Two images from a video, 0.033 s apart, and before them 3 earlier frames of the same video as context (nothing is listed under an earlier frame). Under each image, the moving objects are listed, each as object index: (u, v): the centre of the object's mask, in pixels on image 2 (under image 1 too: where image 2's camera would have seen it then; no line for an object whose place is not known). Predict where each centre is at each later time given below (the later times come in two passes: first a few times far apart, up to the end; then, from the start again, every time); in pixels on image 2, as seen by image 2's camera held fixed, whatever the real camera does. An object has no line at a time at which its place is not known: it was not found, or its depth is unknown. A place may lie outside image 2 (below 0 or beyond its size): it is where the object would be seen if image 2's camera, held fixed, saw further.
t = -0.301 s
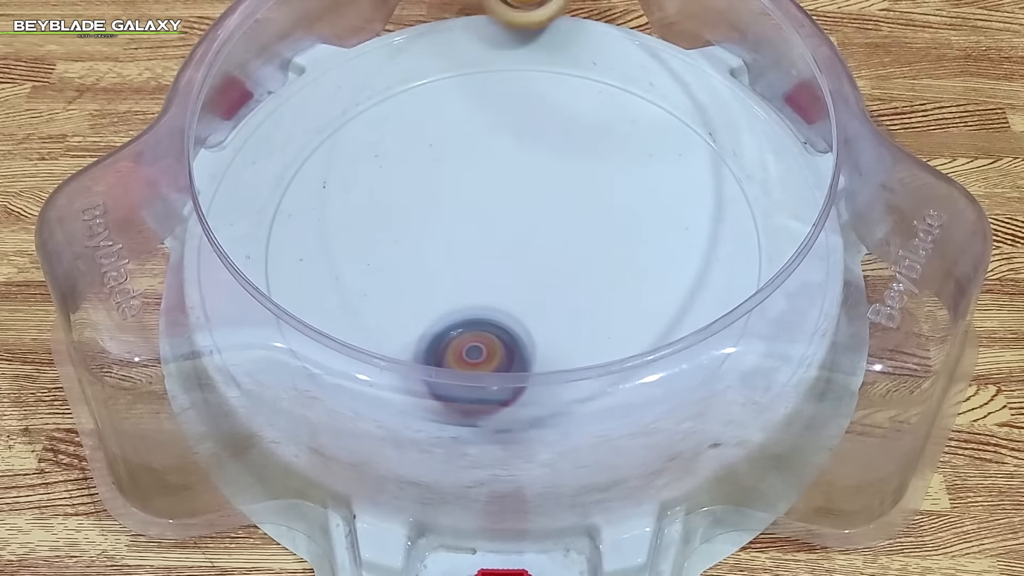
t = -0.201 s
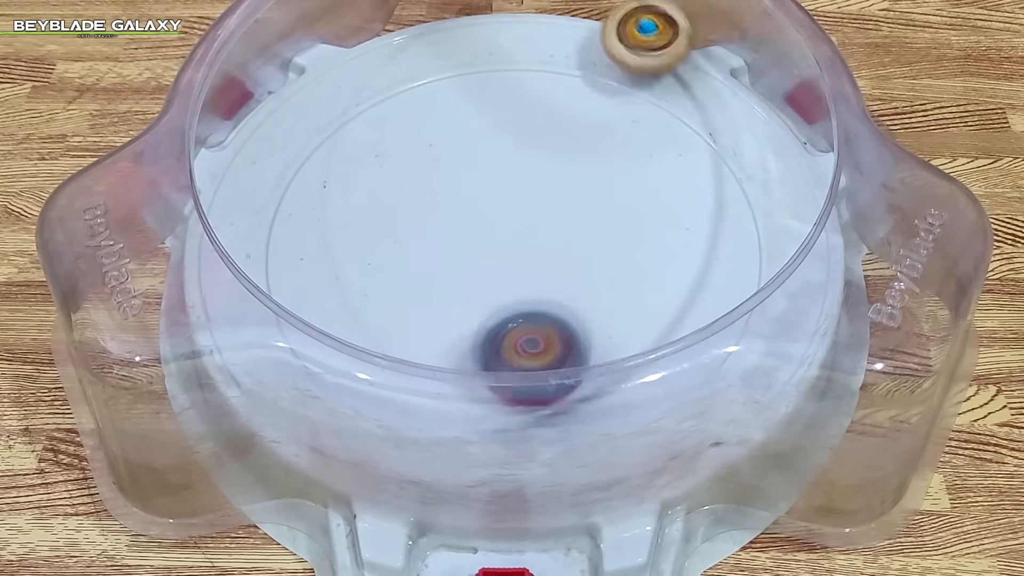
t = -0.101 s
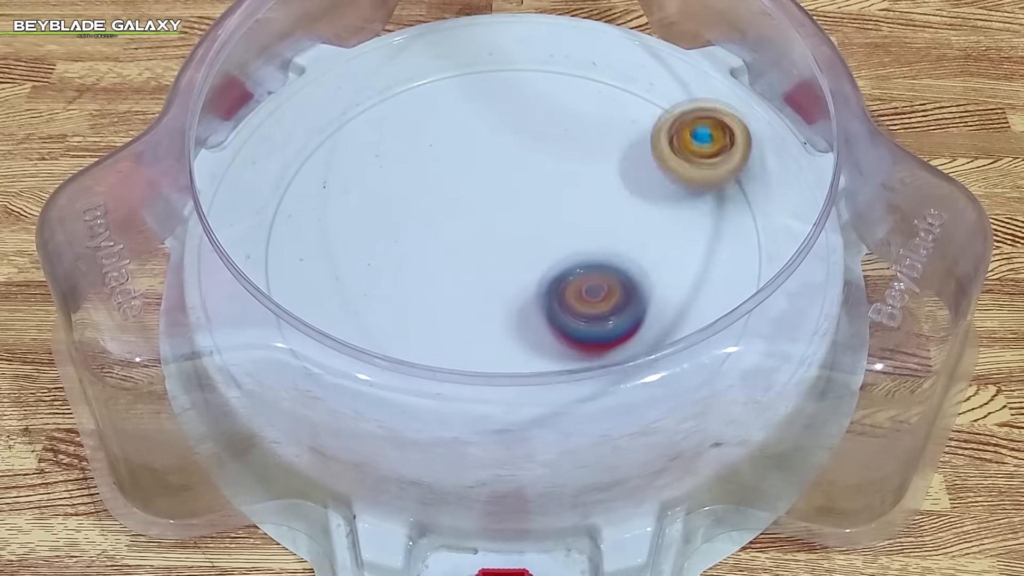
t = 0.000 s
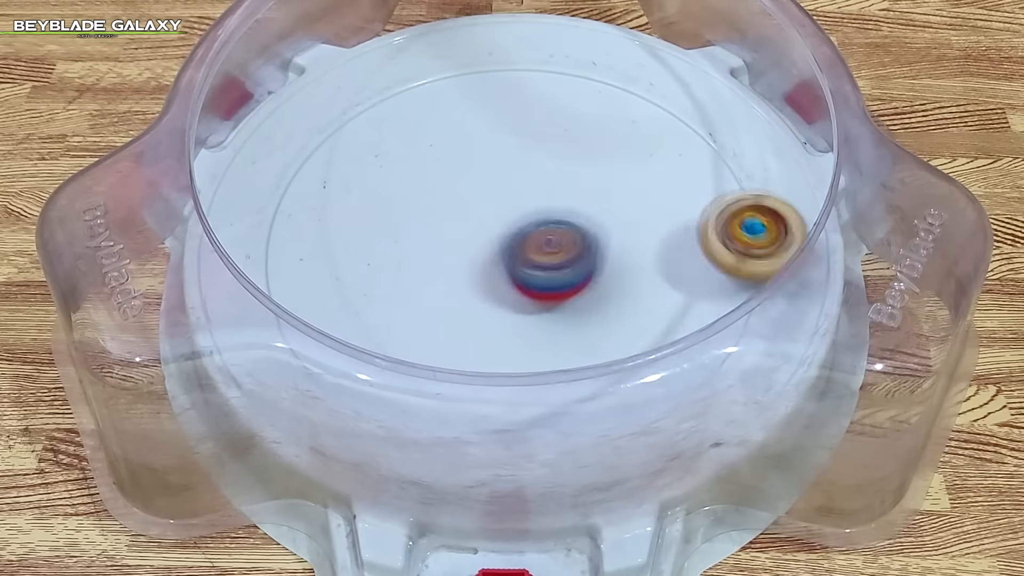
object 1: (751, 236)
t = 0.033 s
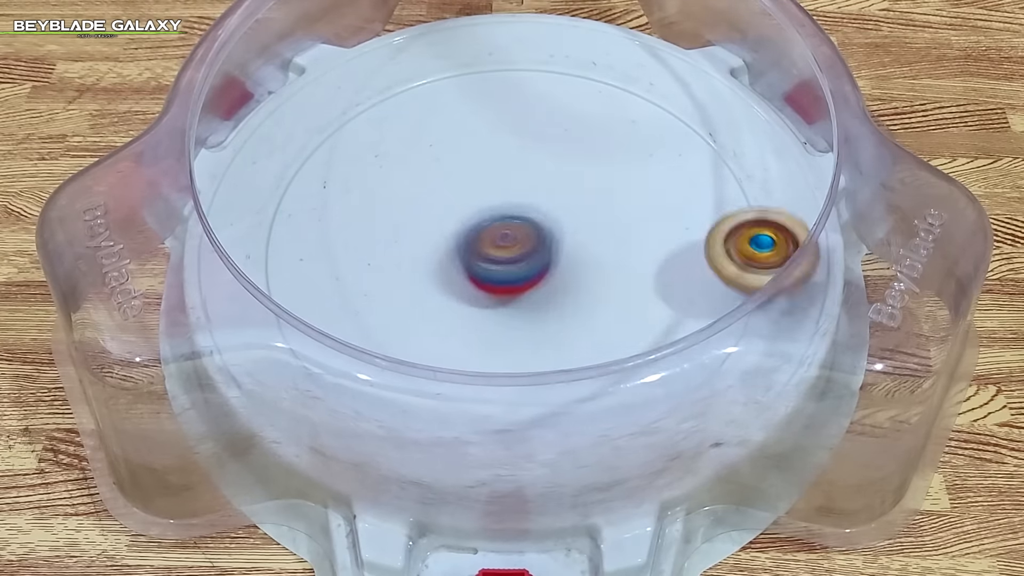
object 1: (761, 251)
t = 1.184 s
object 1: (623, 384)
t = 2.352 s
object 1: (341, 286)
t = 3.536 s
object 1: (548, 131)
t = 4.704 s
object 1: (459, 205)
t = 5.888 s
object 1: (415, 257)
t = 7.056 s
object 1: (394, 195)
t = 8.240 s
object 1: (692, 160)
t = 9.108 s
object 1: (499, 98)
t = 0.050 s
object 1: (759, 261)
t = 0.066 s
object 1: (755, 274)
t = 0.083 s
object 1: (750, 293)
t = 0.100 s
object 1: (742, 306)
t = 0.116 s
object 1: (736, 320)
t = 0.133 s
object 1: (726, 336)
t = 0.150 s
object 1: (715, 349)
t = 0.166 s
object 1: (699, 363)
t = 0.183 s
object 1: (681, 378)
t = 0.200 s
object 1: (663, 390)
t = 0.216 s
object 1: (641, 400)
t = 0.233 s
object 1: (620, 408)
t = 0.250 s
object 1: (594, 412)
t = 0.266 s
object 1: (569, 415)
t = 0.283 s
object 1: (542, 418)
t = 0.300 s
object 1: (515, 418)
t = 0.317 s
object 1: (488, 414)
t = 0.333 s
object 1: (462, 409)
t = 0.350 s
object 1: (439, 400)
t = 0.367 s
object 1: (418, 388)
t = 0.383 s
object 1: (406, 346)
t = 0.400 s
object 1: (383, 335)
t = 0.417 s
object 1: (365, 325)
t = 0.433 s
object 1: (349, 313)
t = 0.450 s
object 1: (340, 312)
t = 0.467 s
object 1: (332, 309)
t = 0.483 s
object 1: (324, 308)
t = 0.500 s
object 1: (320, 310)
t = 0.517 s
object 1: (321, 305)
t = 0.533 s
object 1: (322, 303)
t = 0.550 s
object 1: (326, 303)
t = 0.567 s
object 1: (330, 301)
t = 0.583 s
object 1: (333, 297)
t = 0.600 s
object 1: (336, 294)
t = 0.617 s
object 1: (340, 287)
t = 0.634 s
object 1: (346, 279)
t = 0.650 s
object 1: (351, 269)
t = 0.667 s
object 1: (356, 258)
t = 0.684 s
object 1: (363, 249)
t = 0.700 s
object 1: (370, 238)
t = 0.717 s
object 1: (377, 229)
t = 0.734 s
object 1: (387, 221)
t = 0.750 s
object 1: (398, 215)
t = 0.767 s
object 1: (409, 208)
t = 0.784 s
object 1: (424, 204)
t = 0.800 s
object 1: (438, 201)
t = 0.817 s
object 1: (454, 198)
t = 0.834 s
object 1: (470, 195)
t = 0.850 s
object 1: (486, 196)
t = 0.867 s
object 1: (501, 197)
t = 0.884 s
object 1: (517, 198)
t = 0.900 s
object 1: (534, 202)
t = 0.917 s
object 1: (551, 207)
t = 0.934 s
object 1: (568, 211)
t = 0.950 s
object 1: (584, 217)
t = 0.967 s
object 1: (598, 224)
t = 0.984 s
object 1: (612, 233)
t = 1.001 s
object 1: (625, 242)
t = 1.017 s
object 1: (635, 251)
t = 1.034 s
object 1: (645, 263)
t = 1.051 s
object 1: (654, 277)
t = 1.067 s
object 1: (659, 289)
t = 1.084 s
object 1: (661, 301)
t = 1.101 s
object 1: (659, 311)
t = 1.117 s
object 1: (660, 327)
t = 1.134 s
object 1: (655, 341)
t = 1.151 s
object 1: (648, 355)
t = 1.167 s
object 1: (636, 367)
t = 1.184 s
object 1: (623, 384)
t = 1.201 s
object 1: (607, 394)
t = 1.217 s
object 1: (588, 401)
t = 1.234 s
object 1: (567, 406)
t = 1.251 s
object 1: (544, 410)
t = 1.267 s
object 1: (517, 407)
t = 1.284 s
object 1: (495, 402)
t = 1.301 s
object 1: (470, 395)
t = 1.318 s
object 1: (454, 396)
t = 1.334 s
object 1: (439, 396)
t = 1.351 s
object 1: (426, 396)
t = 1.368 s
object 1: (410, 387)
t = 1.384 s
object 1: (398, 381)
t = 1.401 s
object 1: (389, 371)
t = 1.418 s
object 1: (380, 361)
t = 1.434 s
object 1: (385, 333)
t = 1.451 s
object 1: (378, 326)
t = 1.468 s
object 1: (374, 318)
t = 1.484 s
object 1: (372, 309)
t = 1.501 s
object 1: (375, 297)
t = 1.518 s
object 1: (381, 283)
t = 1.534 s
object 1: (389, 268)
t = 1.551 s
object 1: (399, 255)
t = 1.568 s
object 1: (411, 243)
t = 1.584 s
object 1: (423, 231)
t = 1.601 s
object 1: (439, 220)
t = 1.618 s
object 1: (454, 210)
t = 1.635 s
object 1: (471, 201)
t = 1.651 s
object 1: (489, 193)
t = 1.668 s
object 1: (507, 192)
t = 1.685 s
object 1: (524, 196)
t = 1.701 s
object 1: (542, 200)
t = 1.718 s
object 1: (559, 205)
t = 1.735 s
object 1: (576, 209)
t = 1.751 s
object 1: (593, 216)
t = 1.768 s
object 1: (610, 223)
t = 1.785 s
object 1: (626, 230)
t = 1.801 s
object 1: (640, 238)
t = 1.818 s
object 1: (653, 248)
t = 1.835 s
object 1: (666, 259)
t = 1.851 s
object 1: (676, 269)
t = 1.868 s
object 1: (686, 281)
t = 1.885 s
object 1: (691, 291)
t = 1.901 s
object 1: (697, 307)
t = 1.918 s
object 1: (700, 320)
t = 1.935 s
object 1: (700, 335)
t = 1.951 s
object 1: (697, 346)
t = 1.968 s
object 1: (685, 352)
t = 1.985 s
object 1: (672, 363)
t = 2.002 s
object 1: (659, 376)
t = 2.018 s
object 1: (646, 384)
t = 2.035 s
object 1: (632, 393)
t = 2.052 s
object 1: (619, 398)
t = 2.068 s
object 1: (606, 402)
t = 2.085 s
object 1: (589, 404)
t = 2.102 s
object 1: (573, 405)
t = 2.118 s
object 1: (554, 407)
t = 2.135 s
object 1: (535, 403)
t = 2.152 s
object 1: (515, 398)
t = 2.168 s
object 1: (496, 390)
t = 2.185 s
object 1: (479, 382)
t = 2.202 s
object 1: (464, 370)
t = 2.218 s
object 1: (446, 345)
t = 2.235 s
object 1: (425, 339)
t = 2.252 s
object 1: (407, 335)
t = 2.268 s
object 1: (391, 331)
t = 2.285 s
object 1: (377, 323)
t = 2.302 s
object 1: (365, 316)
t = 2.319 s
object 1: (354, 307)
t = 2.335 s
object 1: (345, 297)
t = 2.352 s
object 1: (341, 286)
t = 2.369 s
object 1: (340, 271)
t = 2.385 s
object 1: (341, 256)
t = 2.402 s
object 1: (345, 241)
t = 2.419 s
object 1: (352, 226)
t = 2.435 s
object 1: (360, 210)
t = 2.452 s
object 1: (370, 196)
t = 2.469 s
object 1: (383, 183)
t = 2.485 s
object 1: (396, 171)
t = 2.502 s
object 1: (412, 160)
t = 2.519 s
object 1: (428, 151)
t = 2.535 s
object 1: (446, 142)
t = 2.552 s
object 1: (465, 135)
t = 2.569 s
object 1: (484, 130)
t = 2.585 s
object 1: (504, 125)
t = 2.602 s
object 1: (524, 122)
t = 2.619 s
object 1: (544, 120)
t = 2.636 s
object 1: (565, 120)
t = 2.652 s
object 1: (585, 122)
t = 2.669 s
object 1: (605, 123)
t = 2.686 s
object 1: (622, 124)
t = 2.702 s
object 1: (628, 118)
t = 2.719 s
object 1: (632, 112)
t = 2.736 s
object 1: (636, 108)
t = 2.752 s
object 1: (641, 105)
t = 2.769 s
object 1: (645, 104)
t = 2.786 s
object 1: (650, 105)
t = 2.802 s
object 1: (655, 107)
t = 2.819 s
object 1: (661, 111)
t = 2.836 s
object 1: (667, 115)
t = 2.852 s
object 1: (673, 121)
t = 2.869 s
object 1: (681, 125)
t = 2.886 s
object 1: (687, 132)
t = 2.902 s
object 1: (692, 141)
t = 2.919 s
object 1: (696, 152)
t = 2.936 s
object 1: (700, 163)
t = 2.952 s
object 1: (700, 175)
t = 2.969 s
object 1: (698, 188)
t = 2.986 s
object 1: (693, 200)
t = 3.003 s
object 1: (686, 213)
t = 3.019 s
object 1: (675, 224)
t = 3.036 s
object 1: (663, 235)
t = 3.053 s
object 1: (648, 246)
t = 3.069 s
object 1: (632, 254)
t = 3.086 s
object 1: (615, 260)
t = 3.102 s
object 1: (603, 262)
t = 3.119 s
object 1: (598, 260)
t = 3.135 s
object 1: (592, 258)
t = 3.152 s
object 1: (584, 256)
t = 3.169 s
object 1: (577, 252)
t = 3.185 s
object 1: (569, 248)
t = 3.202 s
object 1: (561, 244)
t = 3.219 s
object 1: (555, 239)
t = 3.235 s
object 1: (548, 235)
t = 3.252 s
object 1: (543, 229)
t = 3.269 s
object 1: (537, 224)
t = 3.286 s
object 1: (532, 217)
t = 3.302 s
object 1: (527, 210)
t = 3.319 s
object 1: (523, 203)
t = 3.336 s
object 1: (520, 196)
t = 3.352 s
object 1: (518, 189)
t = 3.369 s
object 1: (516, 184)
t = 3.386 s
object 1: (516, 176)
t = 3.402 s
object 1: (516, 168)
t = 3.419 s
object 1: (518, 161)
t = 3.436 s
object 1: (521, 155)
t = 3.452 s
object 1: (524, 150)
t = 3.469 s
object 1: (528, 146)
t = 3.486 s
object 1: (533, 141)
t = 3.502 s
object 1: (537, 137)
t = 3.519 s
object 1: (542, 134)
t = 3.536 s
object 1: (548, 131)
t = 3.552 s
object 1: (554, 129)
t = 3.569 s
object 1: (560, 128)
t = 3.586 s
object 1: (567, 128)
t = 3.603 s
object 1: (573, 129)
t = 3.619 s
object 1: (580, 130)
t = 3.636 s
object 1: (586, 133)
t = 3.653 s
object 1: (592, 137)
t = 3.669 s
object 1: (597, 143)
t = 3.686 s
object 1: (600, 148)
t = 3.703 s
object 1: (603, 154)
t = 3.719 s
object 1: (604, 161)
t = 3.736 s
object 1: (602, 162)
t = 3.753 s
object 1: (597, 164)
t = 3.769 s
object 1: (592, 165)
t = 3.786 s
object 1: (588, 165)
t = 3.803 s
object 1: (582, 166)
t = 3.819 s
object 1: (576, 168)
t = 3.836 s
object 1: (569, 169)
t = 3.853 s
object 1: (563, 169)
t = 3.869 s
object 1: (556, 169)
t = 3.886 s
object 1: (550, 169)
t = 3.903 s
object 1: (543, 169)
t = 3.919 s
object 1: (536, 169)
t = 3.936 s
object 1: (529, 169)
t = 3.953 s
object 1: (521, 168)
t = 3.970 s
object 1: (514, 167)
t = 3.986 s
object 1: (507, 165)
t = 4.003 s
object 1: (501, 162)
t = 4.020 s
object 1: (494, 160)
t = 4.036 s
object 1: (489, 157)
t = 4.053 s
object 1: (485, 155)
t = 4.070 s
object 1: (480, 152)
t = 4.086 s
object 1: (477, 149)
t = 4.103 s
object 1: (474, 146)
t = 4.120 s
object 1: (471, 143)
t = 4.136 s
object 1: (470, 141)
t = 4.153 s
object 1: (469, 139)
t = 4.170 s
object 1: (468, 137)
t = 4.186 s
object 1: (468, 136)
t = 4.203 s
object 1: (469, 135)
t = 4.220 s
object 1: (470, 134)
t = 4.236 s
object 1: (472, 133)
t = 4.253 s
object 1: (474, 133)
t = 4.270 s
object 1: (477, 135)
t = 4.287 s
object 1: (480, 136)
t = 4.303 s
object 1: (482, 139)
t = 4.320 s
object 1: (484, 143)
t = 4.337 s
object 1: (487, 147)
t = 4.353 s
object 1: (489, 153)
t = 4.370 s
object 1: (490, 159)
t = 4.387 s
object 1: (491, 164)
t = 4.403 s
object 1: (491, 170)
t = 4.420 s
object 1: (491, 175)
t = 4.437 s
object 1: (491, 175)
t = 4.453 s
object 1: (491, 176)
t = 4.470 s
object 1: (489, 178)
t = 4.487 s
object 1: (487, 179)
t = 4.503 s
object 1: (485, 181)
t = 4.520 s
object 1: (484, 182)
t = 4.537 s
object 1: (482, 184)
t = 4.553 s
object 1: (481, 186)
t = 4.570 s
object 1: (479, 188)
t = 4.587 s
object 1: (477, 190)
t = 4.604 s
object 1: (475, 193)
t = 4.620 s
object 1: (473, 196)
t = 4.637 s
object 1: (469, 198)
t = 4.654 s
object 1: (467, 199)
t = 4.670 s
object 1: (464, 201)
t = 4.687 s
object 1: (461, 203)
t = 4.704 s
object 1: (459, 205)
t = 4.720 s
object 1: (457, 207)
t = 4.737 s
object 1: (454, 208)
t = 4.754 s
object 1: (451, 211)
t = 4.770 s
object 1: (448, 212)
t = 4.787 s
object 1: (446, 213)
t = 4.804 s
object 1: (444, 213)
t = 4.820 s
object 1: (442, 214)
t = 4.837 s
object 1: (441, 215)
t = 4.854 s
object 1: (440, 216)
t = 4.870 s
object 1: (438, 217)
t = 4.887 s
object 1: (438, 218)
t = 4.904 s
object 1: (437, 219)
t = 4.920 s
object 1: (437, 219)
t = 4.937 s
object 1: (438, 220)
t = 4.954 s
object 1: (439, 220)
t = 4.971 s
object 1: (440, 221)
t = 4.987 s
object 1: (441, 223)
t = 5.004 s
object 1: (442, 224)
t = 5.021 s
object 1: (444, 224)
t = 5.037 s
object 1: (446, 224)
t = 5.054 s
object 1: (450, 211)
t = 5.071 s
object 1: (459, 195)
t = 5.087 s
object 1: (467, 182)
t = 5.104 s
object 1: (477, 168)
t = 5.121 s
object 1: (487, 158)
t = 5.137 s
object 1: (497, 147)
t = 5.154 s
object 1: (507, 139)
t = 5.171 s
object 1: (520, 131)
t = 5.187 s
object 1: (532, 126)
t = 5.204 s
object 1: (546, 122)
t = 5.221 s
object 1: (560, 119)
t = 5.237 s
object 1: (573, 117)
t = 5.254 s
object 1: (586, 116)
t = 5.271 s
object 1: (601, 115)
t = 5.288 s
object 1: (614, 115)
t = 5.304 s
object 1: (628, 117)
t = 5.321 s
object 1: (642, 121)
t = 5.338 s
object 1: (653, 124)
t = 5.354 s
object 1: (664, 129)
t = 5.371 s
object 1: (675, 135)
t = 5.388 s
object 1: (684, 141)
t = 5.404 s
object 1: (693, 150)
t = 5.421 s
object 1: (701, 160)
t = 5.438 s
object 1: (706, 169)
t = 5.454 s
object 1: (709, 180)
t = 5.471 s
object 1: (711, 191)
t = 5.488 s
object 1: (713, 201)
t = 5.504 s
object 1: (711, 214)
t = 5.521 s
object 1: (708, 225)
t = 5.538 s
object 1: (702, 236)
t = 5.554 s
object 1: (694, 248)
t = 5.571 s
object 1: (685, 258)
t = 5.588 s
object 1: (676, 267)
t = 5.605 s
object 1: (664, 277)
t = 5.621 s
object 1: (651, 286)
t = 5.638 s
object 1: (637, 293)
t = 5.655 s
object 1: (620, 299)
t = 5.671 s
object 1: (605, 304)
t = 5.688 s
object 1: (590, 308)
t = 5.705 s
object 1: (572, 311)
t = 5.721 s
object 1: (555, 311)
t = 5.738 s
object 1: (537, 310)
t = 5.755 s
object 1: (521, 307)
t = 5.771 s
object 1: (507, 305)
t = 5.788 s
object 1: (491, 301)
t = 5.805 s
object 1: (475, 296)
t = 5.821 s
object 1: (461, 290)
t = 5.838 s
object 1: (447, 282)
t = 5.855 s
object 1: (437, 274)
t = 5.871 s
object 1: (426, 267)
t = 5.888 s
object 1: (415, 257)
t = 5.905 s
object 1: (407, 247)
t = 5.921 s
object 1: (398, 237)
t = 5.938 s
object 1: (394, 227)
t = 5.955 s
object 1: (389, 217)
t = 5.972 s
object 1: (385, 206)
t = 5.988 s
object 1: (382, 196)
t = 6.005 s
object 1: (381, 184)
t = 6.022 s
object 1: (383, 173)
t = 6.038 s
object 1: (385, 164)
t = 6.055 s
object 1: (387, 154)
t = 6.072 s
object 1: (392, 144)
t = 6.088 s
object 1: (398, 134)
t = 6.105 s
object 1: (406, 126)
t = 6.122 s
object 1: (414, 120)
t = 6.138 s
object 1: (423, 112)
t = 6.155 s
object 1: (434, 107)
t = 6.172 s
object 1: (445, 102)
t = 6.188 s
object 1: (458, 100)
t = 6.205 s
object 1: (470, 99)
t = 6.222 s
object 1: (482, 98)
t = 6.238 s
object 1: (493, 98)
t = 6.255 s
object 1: (494, 97)
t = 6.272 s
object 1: (497, 100)
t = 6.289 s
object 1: (500, 101)
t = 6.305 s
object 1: (506, 105)
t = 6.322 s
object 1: (512, 107)
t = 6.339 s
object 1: (519, 111)
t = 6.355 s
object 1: (524, 119)
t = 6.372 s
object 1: (529, 125)
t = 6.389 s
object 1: (532, 134)
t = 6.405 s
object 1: (536, 141)
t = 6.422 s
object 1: (539, 152)
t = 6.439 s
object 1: (538, 161)
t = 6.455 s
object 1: (537, 171)
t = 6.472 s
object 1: (535, 180)
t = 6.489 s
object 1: (534, 189)
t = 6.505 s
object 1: (529, 200)
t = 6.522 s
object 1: (524, 208)
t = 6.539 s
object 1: (517, 217)
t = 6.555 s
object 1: (512, 224)
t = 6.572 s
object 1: (504, 234)
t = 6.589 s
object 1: (495, 241)
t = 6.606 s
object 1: (485, 249)
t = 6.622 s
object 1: (475, 254)
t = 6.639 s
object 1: (466, 260)
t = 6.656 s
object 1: (455, 265)
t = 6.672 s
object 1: (443, 269)
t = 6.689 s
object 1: (431, 272)
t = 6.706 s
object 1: (422, 274)
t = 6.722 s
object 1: (409, 276)
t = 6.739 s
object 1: (397, 276)
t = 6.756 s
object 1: (384, 275)
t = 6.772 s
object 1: (376, 274)
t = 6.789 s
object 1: (365, 271)
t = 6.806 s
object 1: (355, 268)
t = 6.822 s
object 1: (346, 262)
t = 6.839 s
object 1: (340, 258)
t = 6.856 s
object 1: (334, 253)
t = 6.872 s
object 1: (330, 246)
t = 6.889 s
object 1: (327, 238)
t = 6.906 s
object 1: (328, 232)
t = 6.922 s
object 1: (329, 226)
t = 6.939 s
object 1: (331, 219)
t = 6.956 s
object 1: (335, 214)
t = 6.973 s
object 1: (343, 208)
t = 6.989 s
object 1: (351, 204)
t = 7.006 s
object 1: (360, 201)
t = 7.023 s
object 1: (370, 197)
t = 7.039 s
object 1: (383, 195)
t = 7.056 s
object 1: (394, 195)
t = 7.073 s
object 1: (406, 195)
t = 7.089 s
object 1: (418, 195)
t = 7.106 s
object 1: (433, 197)
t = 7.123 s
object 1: (446, 200)
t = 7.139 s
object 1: (458, 203)
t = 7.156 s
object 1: (469, 205)
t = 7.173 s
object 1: (482, 210)
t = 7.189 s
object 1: (493, 215)
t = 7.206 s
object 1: (504, 221)
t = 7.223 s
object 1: (515, 226)
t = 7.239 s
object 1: (527, 233)
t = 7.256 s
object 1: (537, 239)
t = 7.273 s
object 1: (547, 246)
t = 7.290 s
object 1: (555, 253)
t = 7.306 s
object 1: (566, 261)
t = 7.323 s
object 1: (573, 269)
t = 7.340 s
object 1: (581, 278)
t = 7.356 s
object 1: (586, 285)
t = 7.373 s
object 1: (594, 294)
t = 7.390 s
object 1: (598, 302)
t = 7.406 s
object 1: (601, 312)
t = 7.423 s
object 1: (602, 319)
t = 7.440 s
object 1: (604, 327)
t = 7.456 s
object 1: (602, 332)
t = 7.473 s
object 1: (599, 337)
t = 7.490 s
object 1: (594, 340)
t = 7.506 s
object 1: (590, 345)
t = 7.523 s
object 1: (583, 348)
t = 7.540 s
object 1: (576, 370)
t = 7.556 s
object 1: (571, 376)
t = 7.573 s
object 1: (562, 382)
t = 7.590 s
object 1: (553, 383)
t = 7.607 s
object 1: (542, 384)
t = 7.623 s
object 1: (532, 382)
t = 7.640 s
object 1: (522, 381)
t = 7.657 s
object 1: (511, 379)
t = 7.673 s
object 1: (498, 373)
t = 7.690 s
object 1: (493, 367)
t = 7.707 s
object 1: (484, 360)
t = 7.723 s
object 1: (478, 344)
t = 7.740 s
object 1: (472, 339)
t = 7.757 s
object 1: (468, 333)
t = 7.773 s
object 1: (465, 324)
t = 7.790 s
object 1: (463, 314)
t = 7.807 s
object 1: (464, 303)
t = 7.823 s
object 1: (464, 293)
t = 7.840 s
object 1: (467, 284)
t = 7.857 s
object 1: (471, 272)
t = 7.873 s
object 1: (477, 262)
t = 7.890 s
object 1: (483, 252)
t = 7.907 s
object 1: (489, 243)
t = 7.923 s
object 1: (497, 232)
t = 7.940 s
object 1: (506, 223)
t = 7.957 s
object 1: (514, 215)
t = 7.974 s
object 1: (523, 207)
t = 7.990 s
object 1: (534, 199)
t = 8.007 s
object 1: (544, 192)
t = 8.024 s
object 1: (553, 185)
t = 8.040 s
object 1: (565, 178)
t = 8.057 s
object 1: (576, 173)
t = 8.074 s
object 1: (587, 169)
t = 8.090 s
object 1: (597, 163)
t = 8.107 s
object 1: (609, 160)
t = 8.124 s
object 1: (620, 157)
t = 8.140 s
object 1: (630, 155)
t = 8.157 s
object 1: (642, 152)
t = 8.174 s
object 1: (653, 152)
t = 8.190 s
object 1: (664, 153)
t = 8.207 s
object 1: (673, 153)
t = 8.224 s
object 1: (684, 156)
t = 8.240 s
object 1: (692, 160)
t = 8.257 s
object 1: (698, 164)
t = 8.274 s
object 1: (706, 169)
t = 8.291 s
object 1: (711, 175)
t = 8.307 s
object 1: (715, 183)
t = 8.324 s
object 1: (716, 189)
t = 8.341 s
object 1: (717, 198)
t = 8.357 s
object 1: (715, 207)
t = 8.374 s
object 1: (710, 216)
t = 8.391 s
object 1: (706, 224)
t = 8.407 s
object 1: (699, 233)
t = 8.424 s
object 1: (690, 243)
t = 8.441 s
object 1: (680, 249)
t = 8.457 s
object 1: (668, 257)
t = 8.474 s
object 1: (656, 263)
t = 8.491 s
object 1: (641, 267)
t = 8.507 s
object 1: (629, 270)
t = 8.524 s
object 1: (614, 274)
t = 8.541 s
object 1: (597, 276)
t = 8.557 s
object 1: (585, 276)
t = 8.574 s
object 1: (569, 275)
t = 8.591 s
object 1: (554, 274)
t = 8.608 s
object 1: (541, 269)
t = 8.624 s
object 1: (527, 267)
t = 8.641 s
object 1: (514, 263)
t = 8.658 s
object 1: (500, 256)
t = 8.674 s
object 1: (490, 250)
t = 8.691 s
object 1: (479, 245)
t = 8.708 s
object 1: (467, 237)
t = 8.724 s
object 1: (459, 230)
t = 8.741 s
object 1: (449, 222)
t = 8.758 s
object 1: (440, 215)
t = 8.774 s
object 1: (434, 206)
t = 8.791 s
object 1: (427, 197)
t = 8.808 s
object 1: (421, 189)
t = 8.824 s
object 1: (417, 179)
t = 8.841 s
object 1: (413, 171)
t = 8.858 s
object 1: (411, 162)
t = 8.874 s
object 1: (410, 152)
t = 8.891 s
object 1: (411, 144)
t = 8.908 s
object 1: (411, 136)
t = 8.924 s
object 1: (413, 126)
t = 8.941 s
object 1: (418, 120)
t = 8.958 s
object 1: (422, 114)
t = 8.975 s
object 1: (427, 106)
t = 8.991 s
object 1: (436, 100)
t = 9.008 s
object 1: (443, 98)
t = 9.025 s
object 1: (451, 95)
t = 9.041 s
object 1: (461, 93)
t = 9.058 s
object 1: (470, 92)
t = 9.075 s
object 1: (479, 93)
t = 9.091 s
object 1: (489, 94)
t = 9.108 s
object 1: (499, 98)
